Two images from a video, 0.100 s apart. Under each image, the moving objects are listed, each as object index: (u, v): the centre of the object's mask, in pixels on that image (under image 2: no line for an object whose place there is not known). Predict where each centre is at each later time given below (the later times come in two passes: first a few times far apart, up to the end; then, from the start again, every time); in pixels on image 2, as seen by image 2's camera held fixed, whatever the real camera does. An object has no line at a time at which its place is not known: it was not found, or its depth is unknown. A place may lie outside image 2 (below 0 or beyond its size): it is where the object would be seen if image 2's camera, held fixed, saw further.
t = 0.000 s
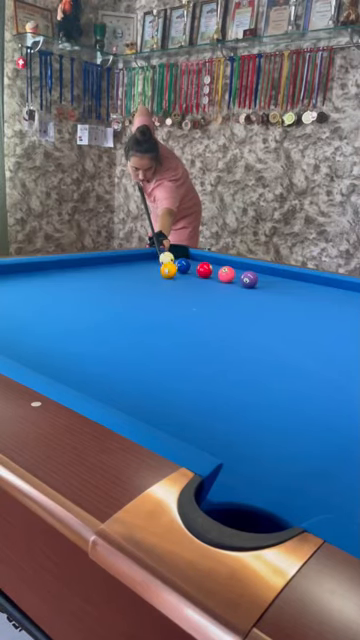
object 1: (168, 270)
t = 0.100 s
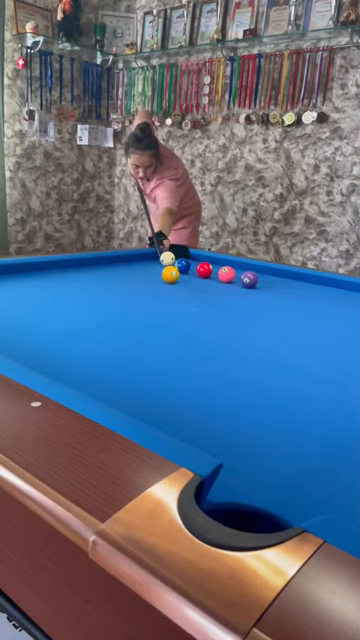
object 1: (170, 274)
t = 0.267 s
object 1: (174, 282)
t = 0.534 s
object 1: (180, 298)
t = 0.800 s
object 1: (189, 318)
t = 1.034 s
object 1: (199, 340)
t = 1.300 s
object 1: (214, 376)
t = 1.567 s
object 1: (237, 427)
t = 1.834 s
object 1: (269, 519)
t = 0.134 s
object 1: (171, 276)
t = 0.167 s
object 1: (172, 277)
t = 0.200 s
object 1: (172, 279)
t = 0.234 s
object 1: (173, 281)
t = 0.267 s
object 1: (174, 282)
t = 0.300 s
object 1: (175, 284)
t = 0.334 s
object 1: (175, 286)
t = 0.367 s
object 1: (176, 288)
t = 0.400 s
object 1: (177, 290)
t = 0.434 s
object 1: (178, 292)
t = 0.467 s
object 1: (179, 294)
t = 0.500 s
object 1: (179, 296)
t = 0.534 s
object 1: (180, 298)
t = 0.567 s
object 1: (181, 300)
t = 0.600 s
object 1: (182, 302)
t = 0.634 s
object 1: (183, 305)
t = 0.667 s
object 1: (184, 307)
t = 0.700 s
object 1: (185, 310)
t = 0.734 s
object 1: (187, 312)
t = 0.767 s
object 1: (188, 315)
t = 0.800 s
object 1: (189, 318)
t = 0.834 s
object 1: (190, 321)
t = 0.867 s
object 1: (191, 324)
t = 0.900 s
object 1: (193, 327)
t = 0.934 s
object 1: (194, 330)
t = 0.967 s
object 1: (196, 333)
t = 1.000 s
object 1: (197, 337)
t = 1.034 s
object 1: (199, 340)
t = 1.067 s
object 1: (201, 344)
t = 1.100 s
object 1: (202, 348)
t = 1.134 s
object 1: (204, 352)
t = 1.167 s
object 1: (206, 356)
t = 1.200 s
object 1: (208, 361)
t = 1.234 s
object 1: (210, 365)
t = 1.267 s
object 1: (212, 370)
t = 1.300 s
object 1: (214, 376)
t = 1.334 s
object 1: (217, 381)
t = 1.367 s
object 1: (219, 387)
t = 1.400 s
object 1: (222, 392)
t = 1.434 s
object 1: (224, 398)
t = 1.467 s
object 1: (227, 405)
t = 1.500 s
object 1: (231, 412)
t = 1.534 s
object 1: (234, 419)
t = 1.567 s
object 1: (237, 427)
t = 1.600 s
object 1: (241, 435)
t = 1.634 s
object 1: (245, 444)
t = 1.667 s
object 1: (249, 454)
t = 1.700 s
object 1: (254, 464)
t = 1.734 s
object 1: (258, 474)
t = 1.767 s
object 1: (263, 486)
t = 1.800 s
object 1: (267, 504)
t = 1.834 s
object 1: (269, 519)
